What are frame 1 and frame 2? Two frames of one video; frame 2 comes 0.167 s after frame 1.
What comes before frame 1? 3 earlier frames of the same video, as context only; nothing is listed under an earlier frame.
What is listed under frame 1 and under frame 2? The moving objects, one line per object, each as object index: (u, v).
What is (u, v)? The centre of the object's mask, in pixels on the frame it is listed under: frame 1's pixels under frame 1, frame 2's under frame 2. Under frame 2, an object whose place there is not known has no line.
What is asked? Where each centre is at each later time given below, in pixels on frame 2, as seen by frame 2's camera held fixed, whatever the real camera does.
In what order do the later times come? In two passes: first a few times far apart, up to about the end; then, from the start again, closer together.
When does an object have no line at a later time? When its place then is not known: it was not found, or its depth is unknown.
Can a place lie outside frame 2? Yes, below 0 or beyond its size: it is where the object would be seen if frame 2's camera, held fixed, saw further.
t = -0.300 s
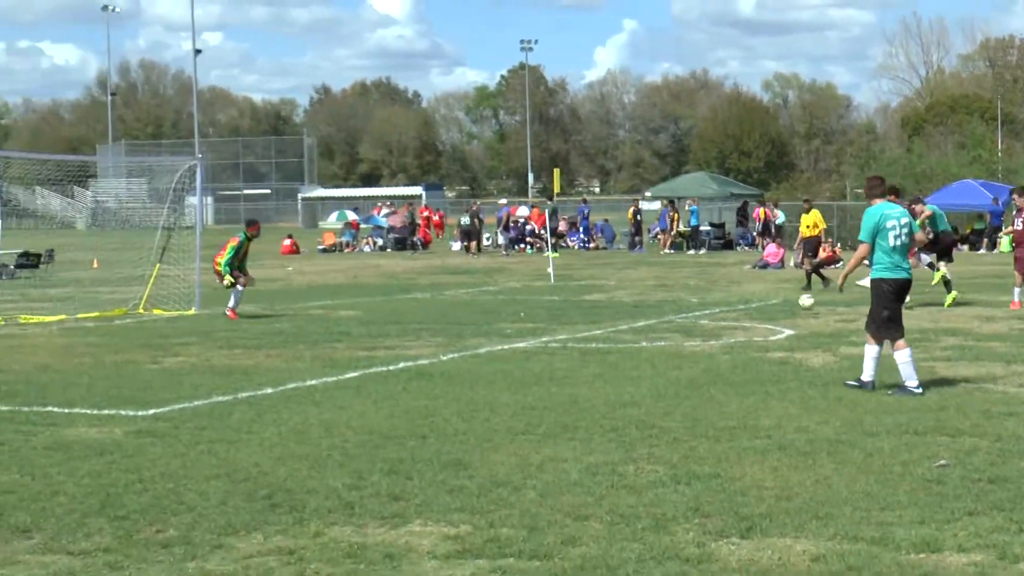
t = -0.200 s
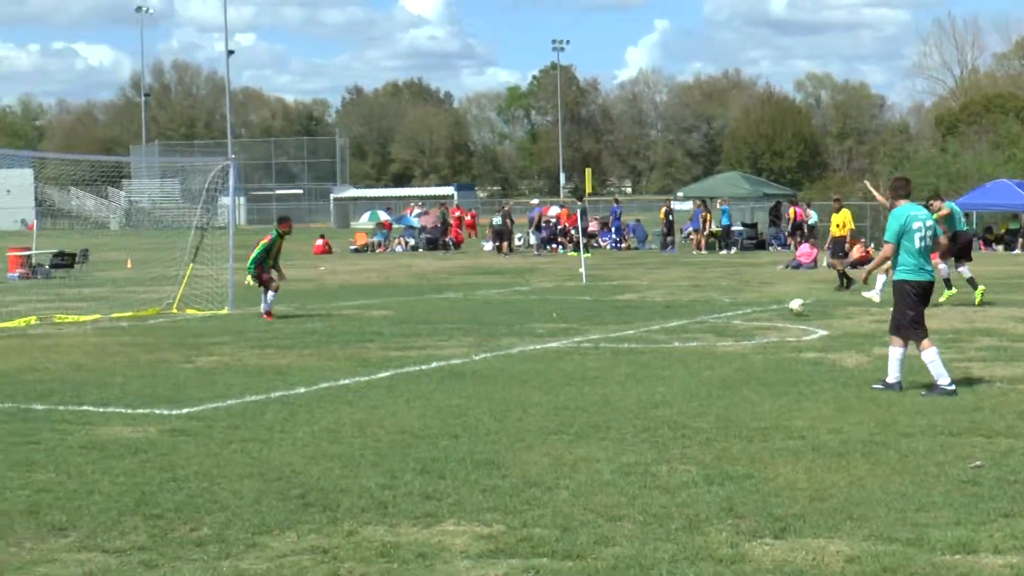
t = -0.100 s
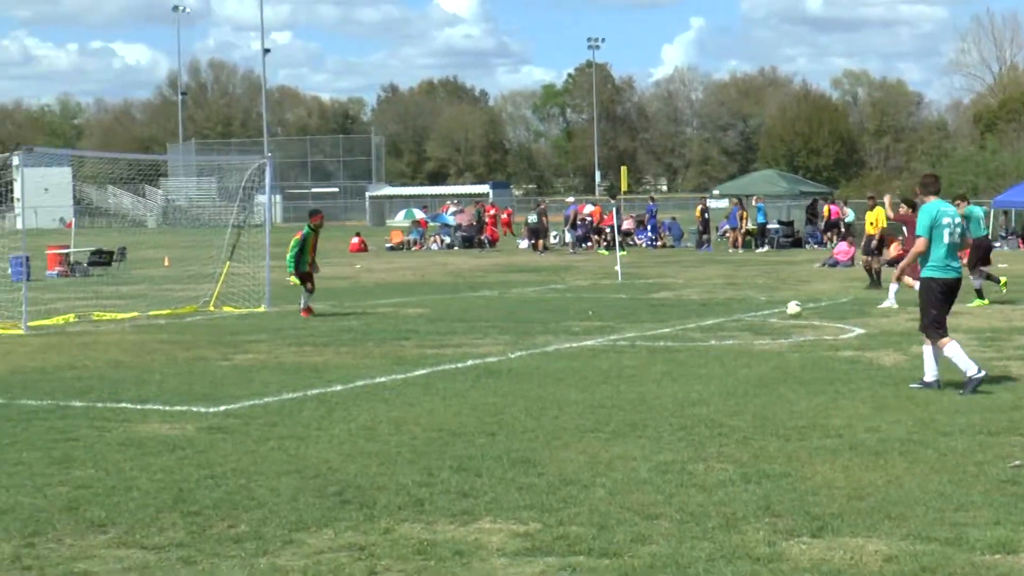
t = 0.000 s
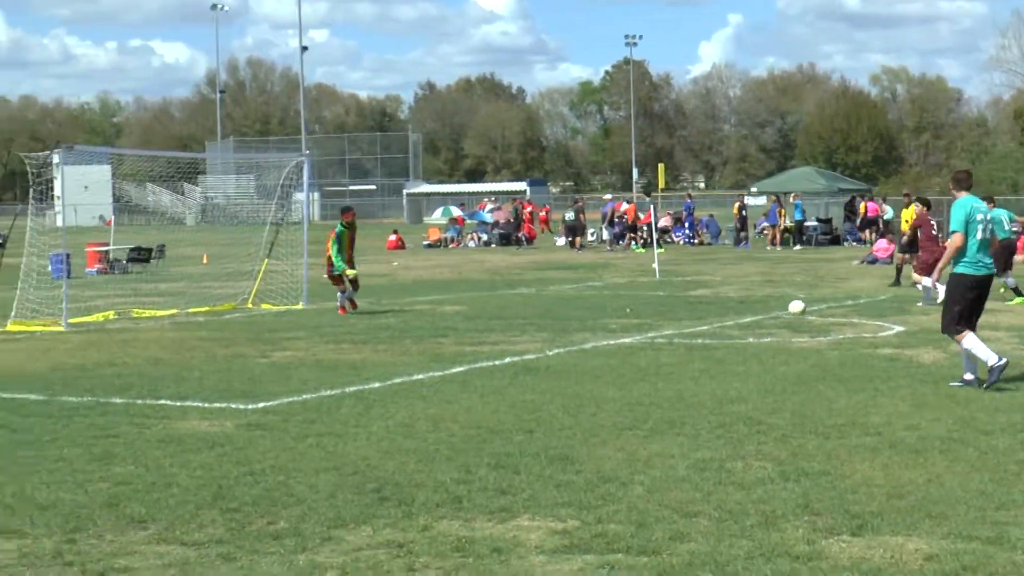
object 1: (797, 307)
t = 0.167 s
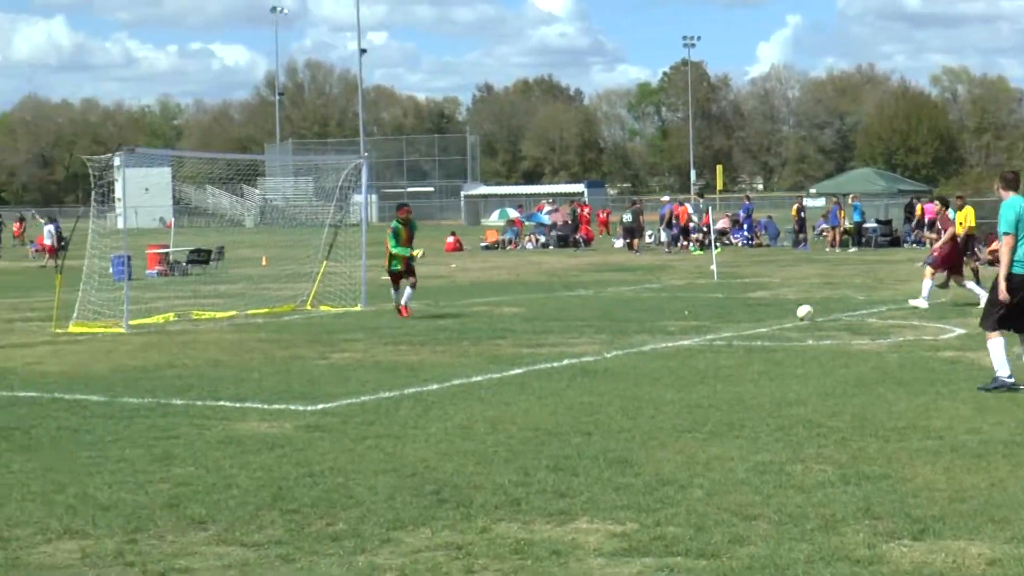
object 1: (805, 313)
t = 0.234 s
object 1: (794, 315)
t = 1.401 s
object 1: (603, 322)
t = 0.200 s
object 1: (799, 314)
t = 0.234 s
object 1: (794, 315)
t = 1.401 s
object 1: (603, 322)
